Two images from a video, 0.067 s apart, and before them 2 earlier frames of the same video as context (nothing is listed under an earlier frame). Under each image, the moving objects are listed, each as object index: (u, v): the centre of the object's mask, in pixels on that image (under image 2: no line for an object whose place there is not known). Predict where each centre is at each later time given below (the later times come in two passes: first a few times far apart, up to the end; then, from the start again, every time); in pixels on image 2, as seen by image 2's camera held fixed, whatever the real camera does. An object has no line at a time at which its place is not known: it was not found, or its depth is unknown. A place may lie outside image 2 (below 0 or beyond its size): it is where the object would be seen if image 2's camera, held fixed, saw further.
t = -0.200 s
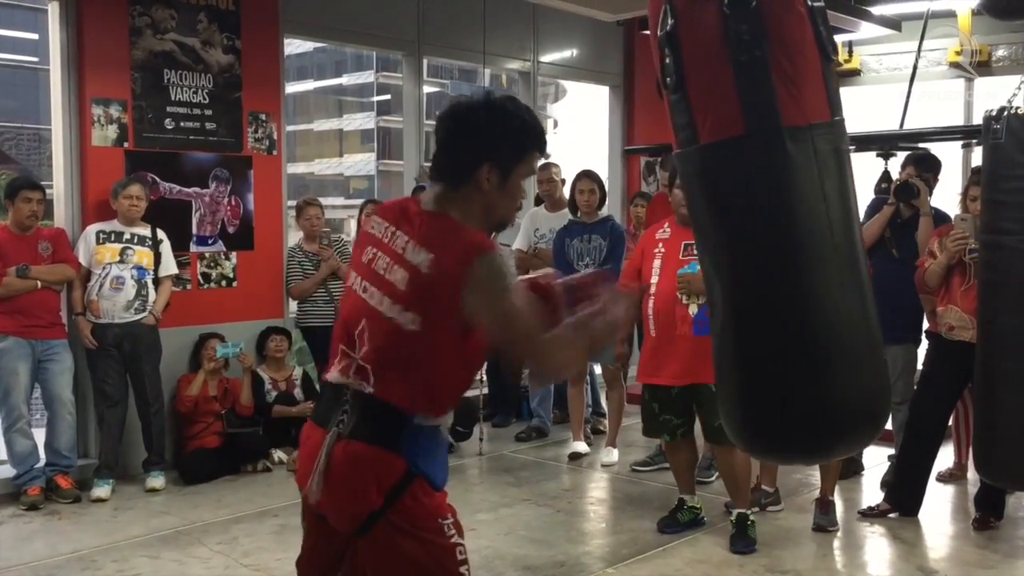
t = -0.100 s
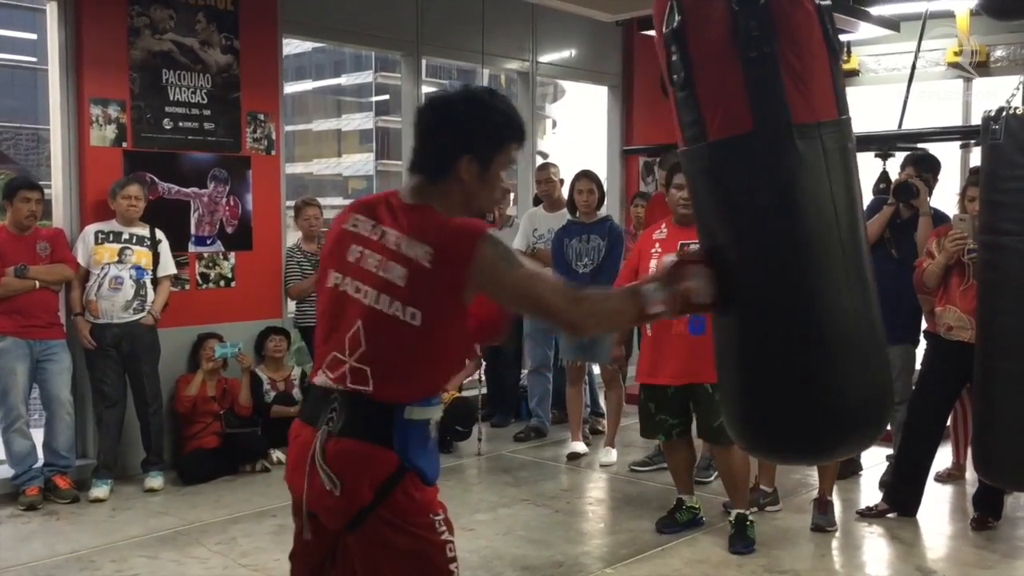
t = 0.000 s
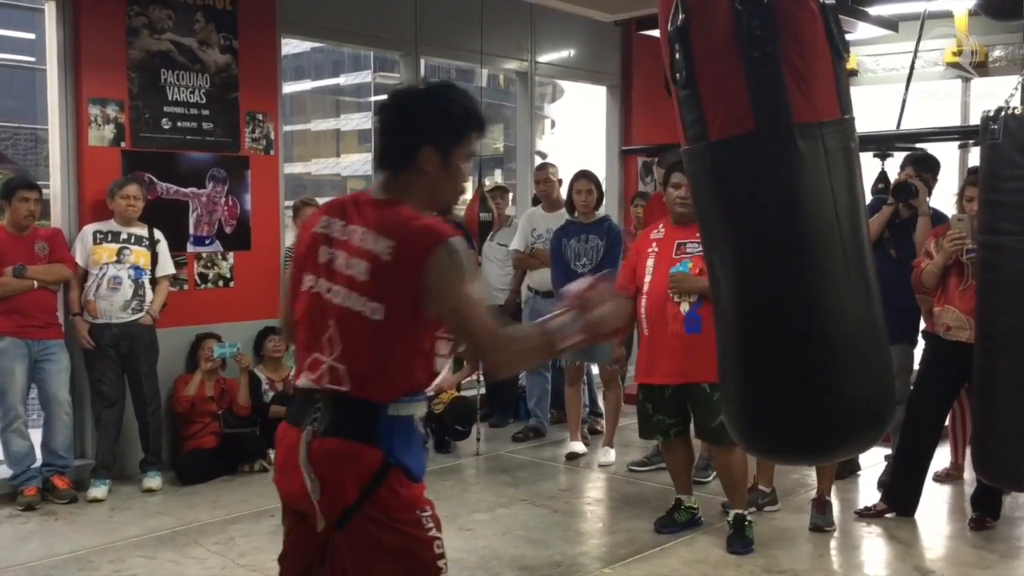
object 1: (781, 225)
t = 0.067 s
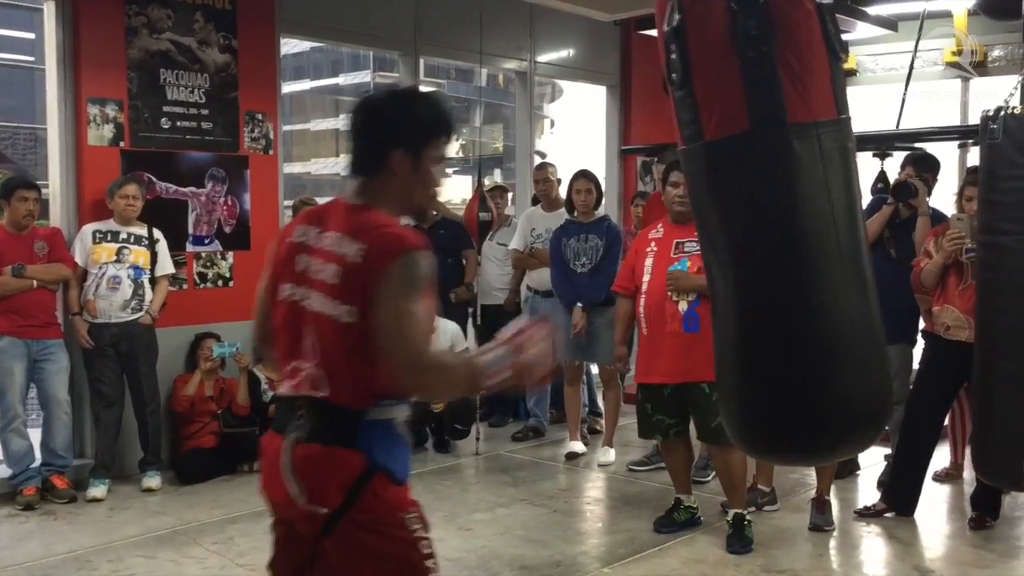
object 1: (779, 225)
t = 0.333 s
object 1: (736, 229)
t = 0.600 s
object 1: (656, 231)
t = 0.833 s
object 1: (577, 228)
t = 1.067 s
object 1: (520, 222)
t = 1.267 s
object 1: (499, 219)
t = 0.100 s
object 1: (777, 224)
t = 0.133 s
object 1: (773, 225)
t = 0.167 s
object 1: (769, 227)
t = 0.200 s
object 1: (764, 229)
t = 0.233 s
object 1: (759, 229)
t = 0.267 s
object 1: (752, 230)
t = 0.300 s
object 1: (744, 229)
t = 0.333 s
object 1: (736, 229)
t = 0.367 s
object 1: (727, 228)
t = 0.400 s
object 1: (719, 228)
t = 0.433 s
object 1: (708, 230)
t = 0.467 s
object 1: (699, 229)
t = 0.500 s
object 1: (689, 229)
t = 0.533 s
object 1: (679, 230)
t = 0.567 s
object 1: (667, 230)
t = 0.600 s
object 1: (656, 231)
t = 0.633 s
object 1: (644, 231)
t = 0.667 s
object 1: (632, 231)
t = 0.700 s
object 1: (621, 231)
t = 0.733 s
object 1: (609, 230)
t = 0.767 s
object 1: (597, 229)
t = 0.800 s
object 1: (587, 228)
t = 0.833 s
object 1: (577, 228)
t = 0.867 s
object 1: (567, 227)
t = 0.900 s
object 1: (558, 226)
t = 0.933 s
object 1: (549, 225)
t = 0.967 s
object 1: (540, 224)
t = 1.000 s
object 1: (533, 223)
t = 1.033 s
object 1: (527, 222)
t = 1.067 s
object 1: (520, 222)
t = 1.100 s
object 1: (516, 221)
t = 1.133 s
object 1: (510, 221)
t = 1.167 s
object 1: (506, 220)
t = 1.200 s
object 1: (503, 219)
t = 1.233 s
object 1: (500, 219)
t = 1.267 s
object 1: (499, 219)
